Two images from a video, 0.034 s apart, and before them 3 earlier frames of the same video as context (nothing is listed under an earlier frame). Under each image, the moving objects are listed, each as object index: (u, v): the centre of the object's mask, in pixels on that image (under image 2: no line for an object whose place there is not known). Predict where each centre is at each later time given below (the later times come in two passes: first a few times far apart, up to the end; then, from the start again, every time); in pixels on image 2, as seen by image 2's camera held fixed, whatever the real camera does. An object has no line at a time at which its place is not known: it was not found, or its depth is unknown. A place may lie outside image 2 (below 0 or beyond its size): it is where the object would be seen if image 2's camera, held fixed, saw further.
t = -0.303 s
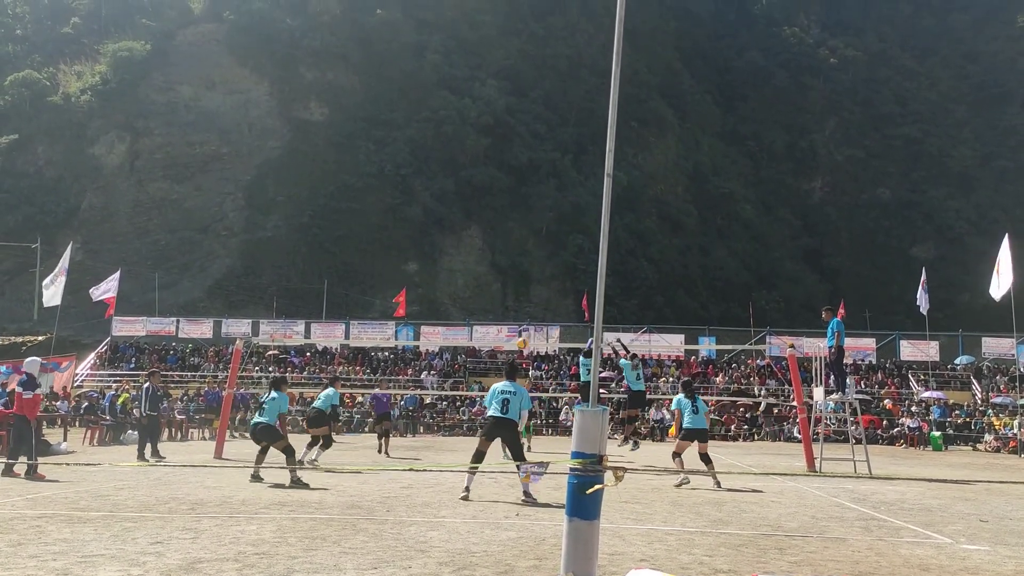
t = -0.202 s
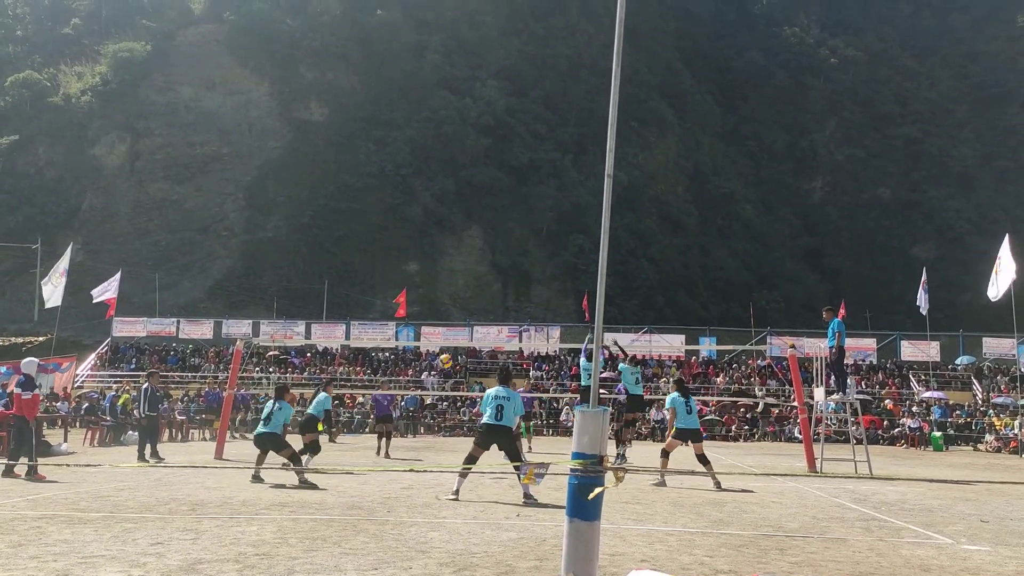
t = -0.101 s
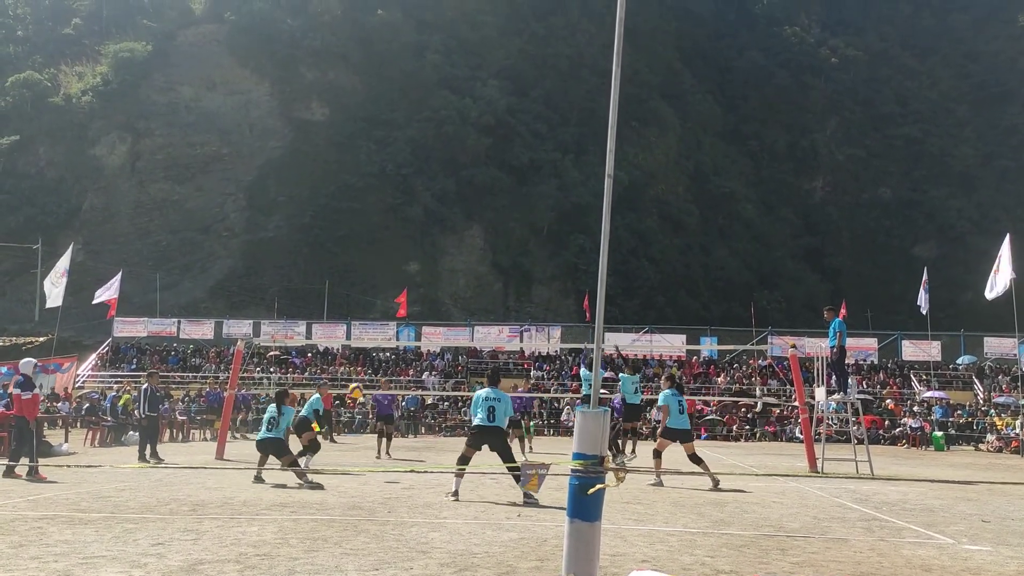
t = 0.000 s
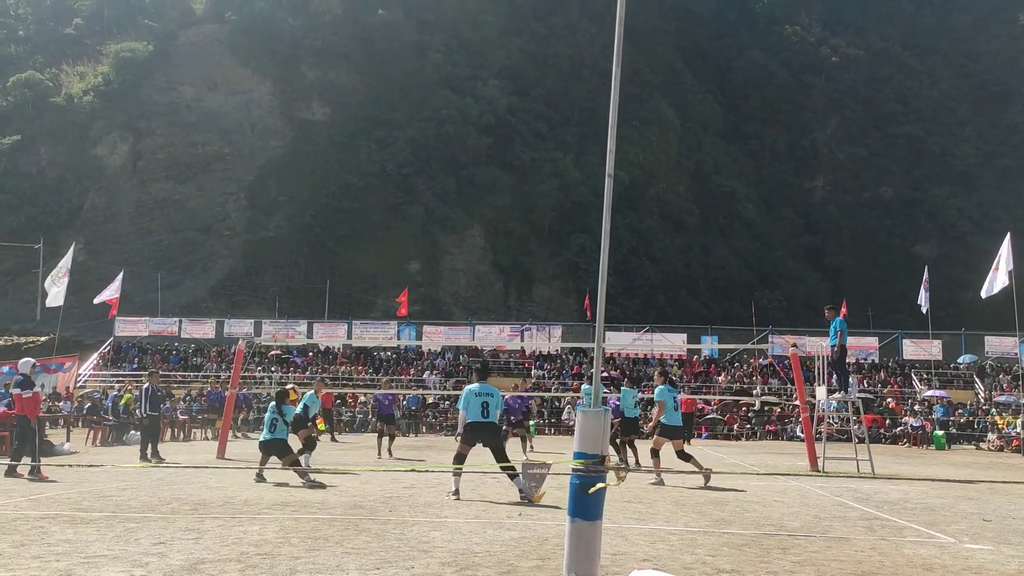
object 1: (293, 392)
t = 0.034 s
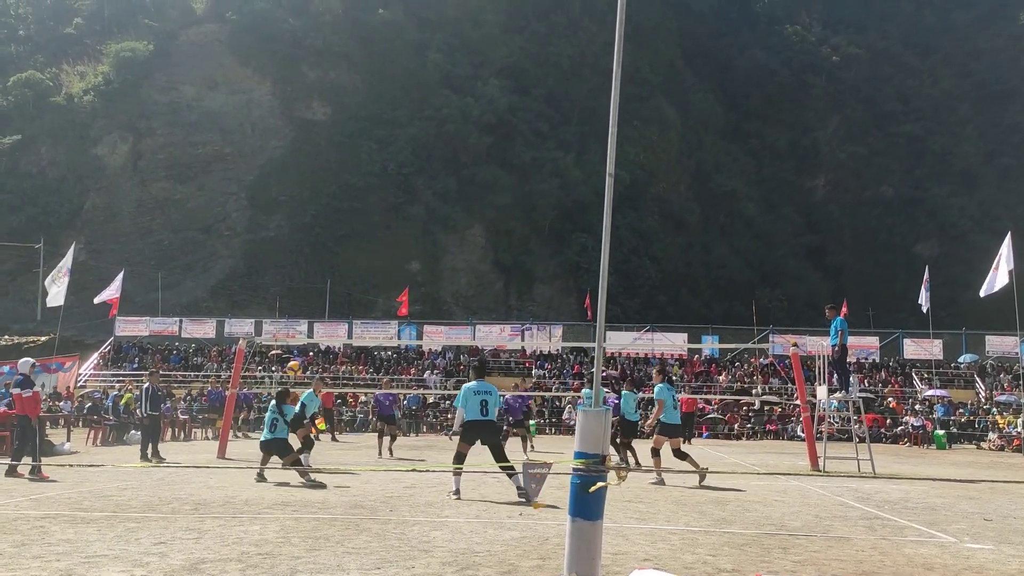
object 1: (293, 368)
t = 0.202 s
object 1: (300, 271)
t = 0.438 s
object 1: (302, 173)
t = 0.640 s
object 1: (298, 121)
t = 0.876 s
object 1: (291, 91)
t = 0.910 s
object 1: (290, 90)
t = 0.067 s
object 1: (295, 348)
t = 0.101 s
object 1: (297, 326)
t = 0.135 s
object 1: (298, 307)
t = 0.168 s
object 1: (299, 289)
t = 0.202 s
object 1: (300, 271)
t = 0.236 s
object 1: (301, 254)
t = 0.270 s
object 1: (301, 238)
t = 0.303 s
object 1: (302, 224)
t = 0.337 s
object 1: (302, 210)
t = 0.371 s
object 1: (302, 196)
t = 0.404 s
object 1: (302, 185)
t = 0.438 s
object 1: (302, 173)
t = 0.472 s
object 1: (301, 162)
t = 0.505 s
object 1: (301, 152)
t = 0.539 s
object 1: (300, 144)
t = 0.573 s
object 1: (300, 135)
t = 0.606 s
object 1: (299, 127)
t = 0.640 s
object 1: (298, 121)
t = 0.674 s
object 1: (298, 114)
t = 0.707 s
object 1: (297, 109)
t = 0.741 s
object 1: (295, 104)
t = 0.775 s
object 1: (294, 100)
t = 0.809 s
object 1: (293, 96)
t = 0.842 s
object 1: (292, 94)
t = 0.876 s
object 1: (291, 91)
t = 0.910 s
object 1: (290, 90)
